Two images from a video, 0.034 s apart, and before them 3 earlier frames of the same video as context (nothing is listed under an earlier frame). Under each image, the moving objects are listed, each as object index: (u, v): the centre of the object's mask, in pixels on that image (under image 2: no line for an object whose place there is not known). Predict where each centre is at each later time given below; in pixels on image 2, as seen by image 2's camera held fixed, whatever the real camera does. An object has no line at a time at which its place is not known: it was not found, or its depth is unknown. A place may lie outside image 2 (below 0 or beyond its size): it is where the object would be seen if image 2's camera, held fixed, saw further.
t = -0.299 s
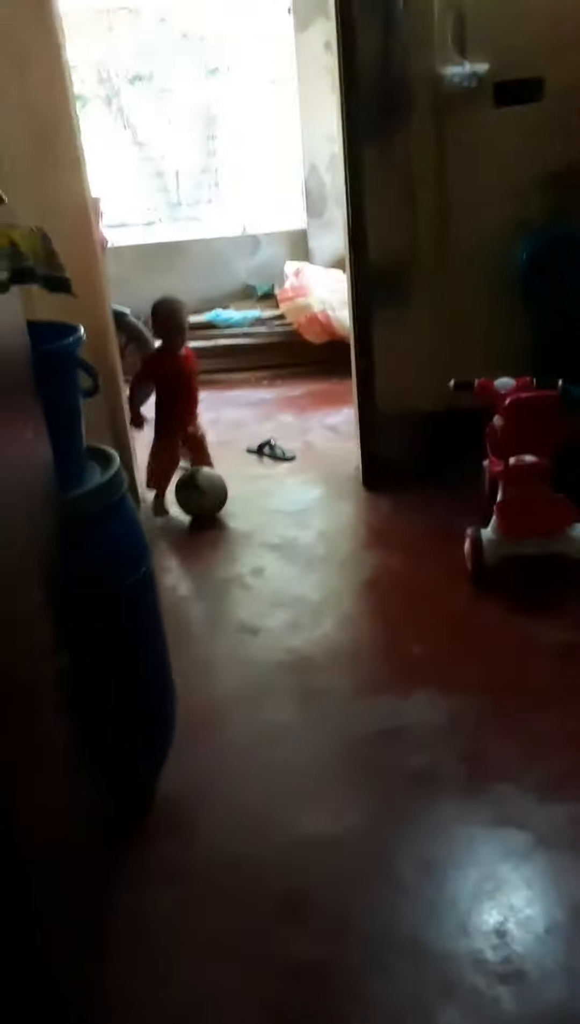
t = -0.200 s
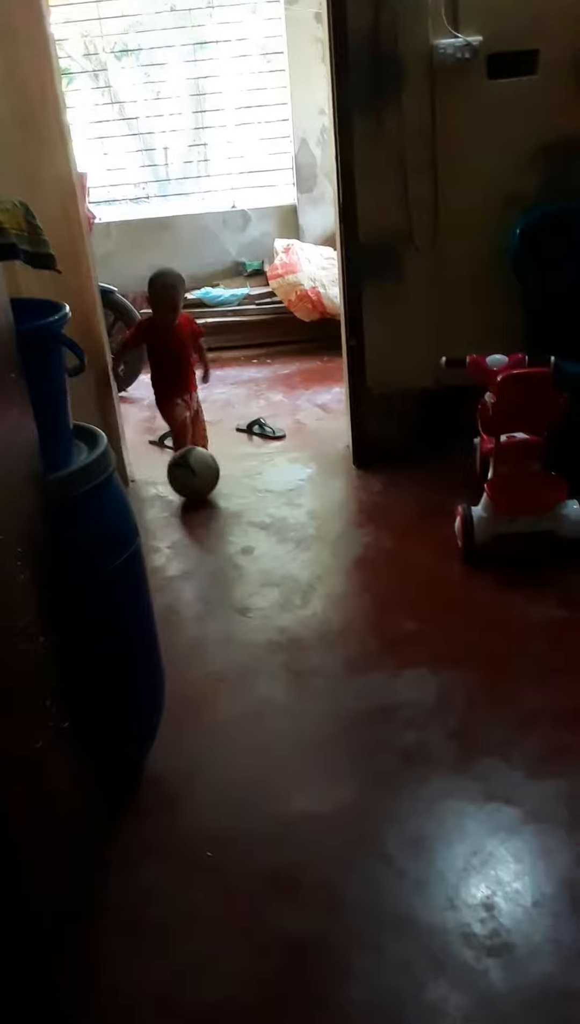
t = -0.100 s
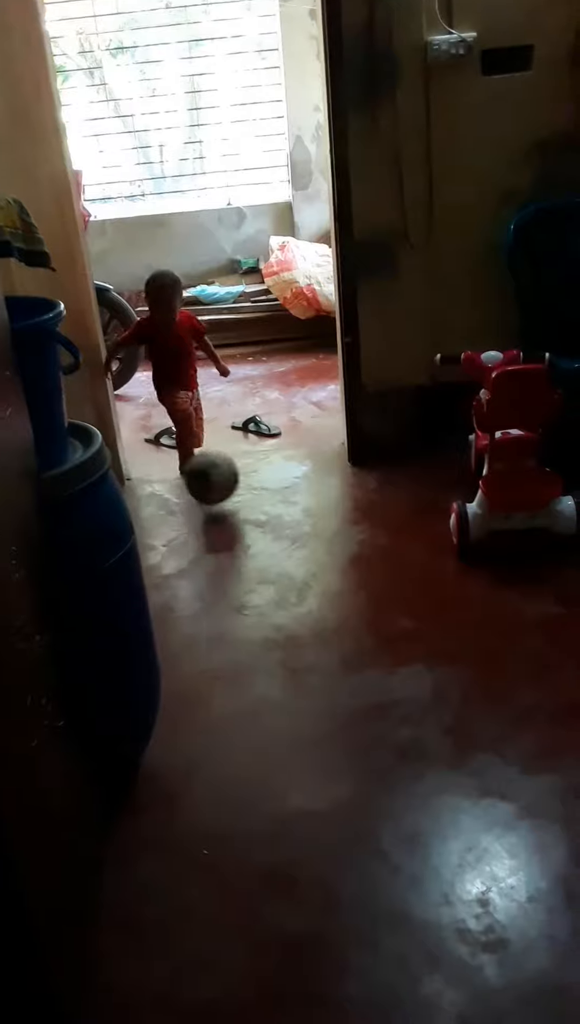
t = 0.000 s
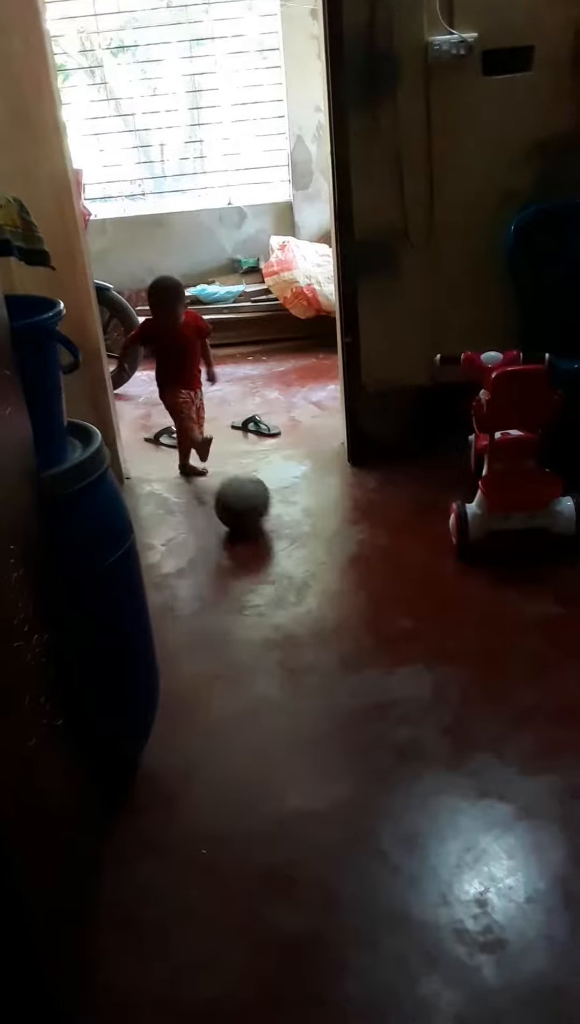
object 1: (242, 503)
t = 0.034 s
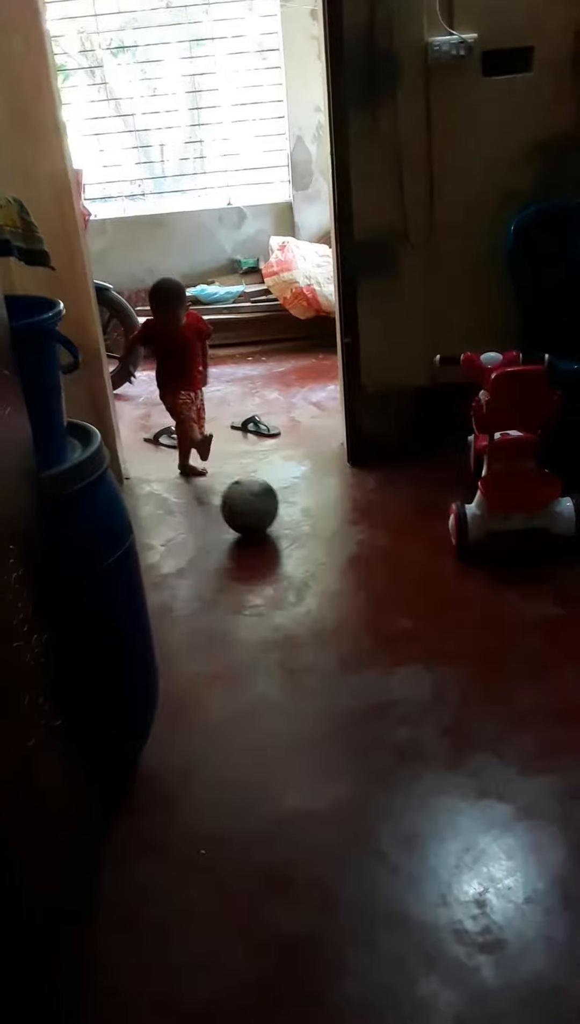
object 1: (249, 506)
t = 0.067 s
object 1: (257, 509)
